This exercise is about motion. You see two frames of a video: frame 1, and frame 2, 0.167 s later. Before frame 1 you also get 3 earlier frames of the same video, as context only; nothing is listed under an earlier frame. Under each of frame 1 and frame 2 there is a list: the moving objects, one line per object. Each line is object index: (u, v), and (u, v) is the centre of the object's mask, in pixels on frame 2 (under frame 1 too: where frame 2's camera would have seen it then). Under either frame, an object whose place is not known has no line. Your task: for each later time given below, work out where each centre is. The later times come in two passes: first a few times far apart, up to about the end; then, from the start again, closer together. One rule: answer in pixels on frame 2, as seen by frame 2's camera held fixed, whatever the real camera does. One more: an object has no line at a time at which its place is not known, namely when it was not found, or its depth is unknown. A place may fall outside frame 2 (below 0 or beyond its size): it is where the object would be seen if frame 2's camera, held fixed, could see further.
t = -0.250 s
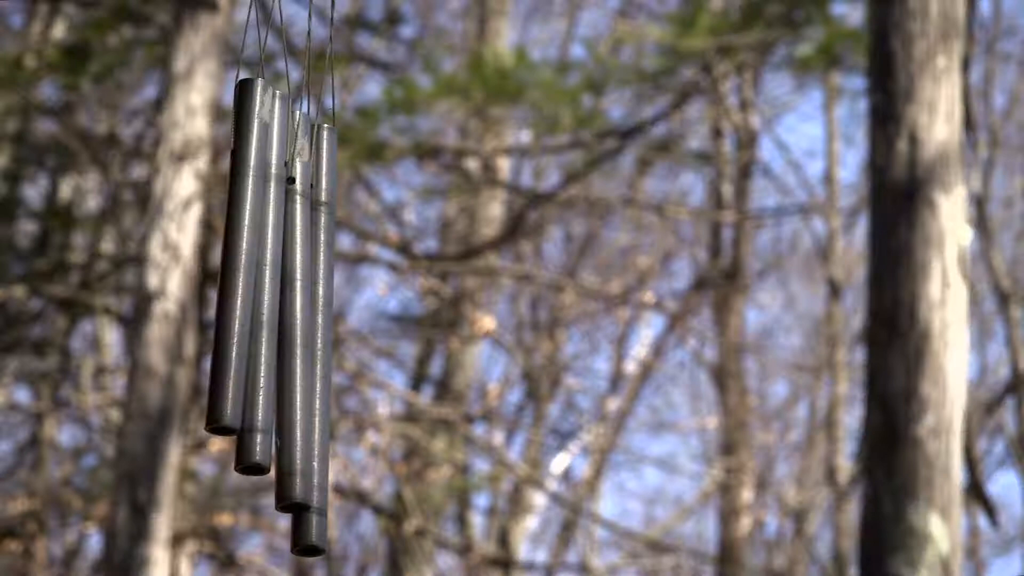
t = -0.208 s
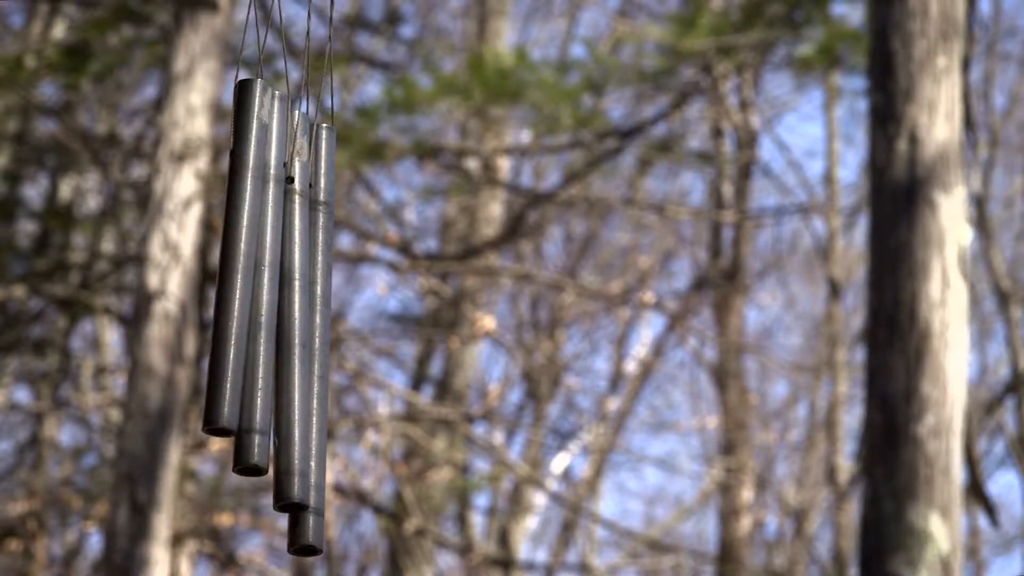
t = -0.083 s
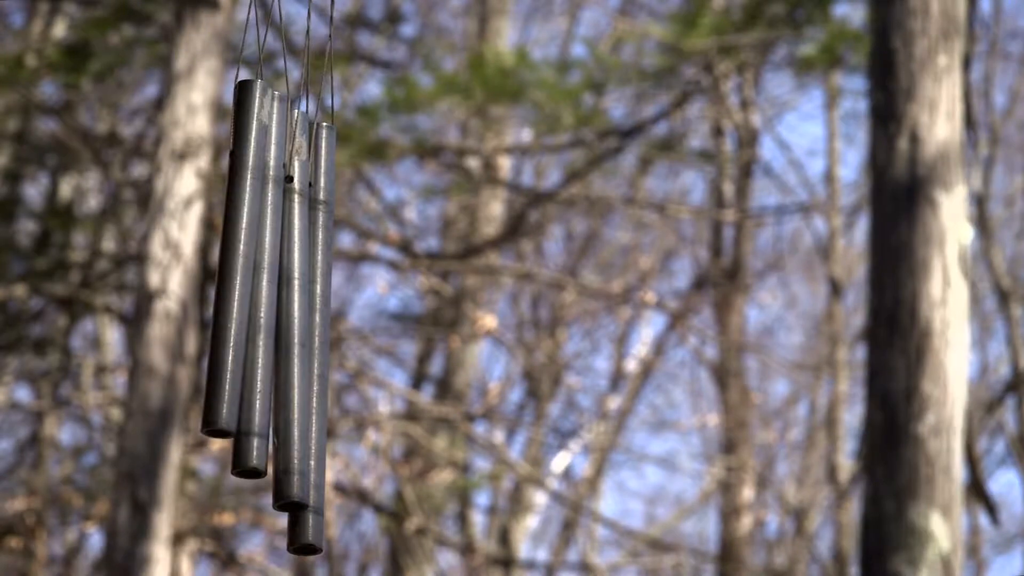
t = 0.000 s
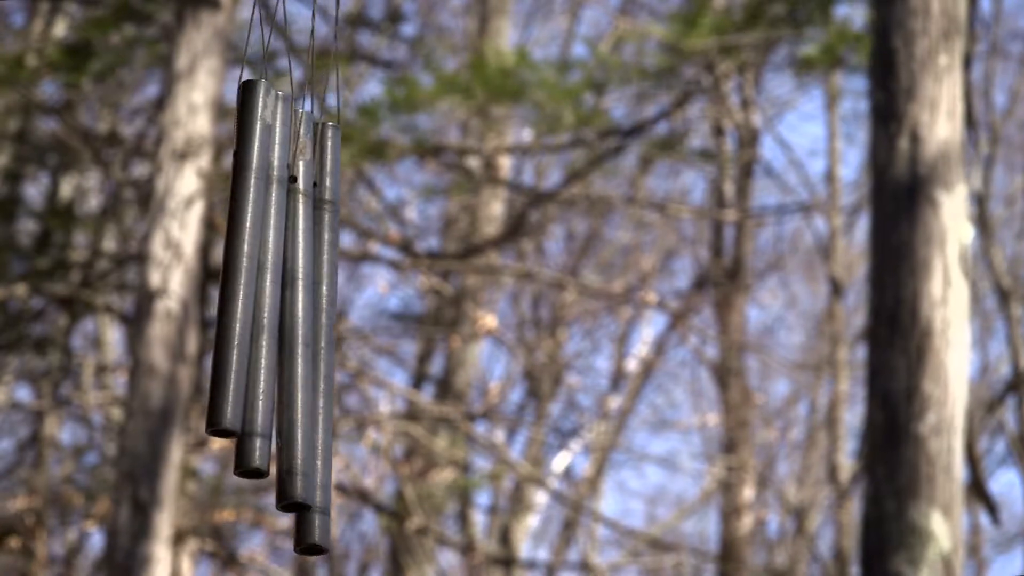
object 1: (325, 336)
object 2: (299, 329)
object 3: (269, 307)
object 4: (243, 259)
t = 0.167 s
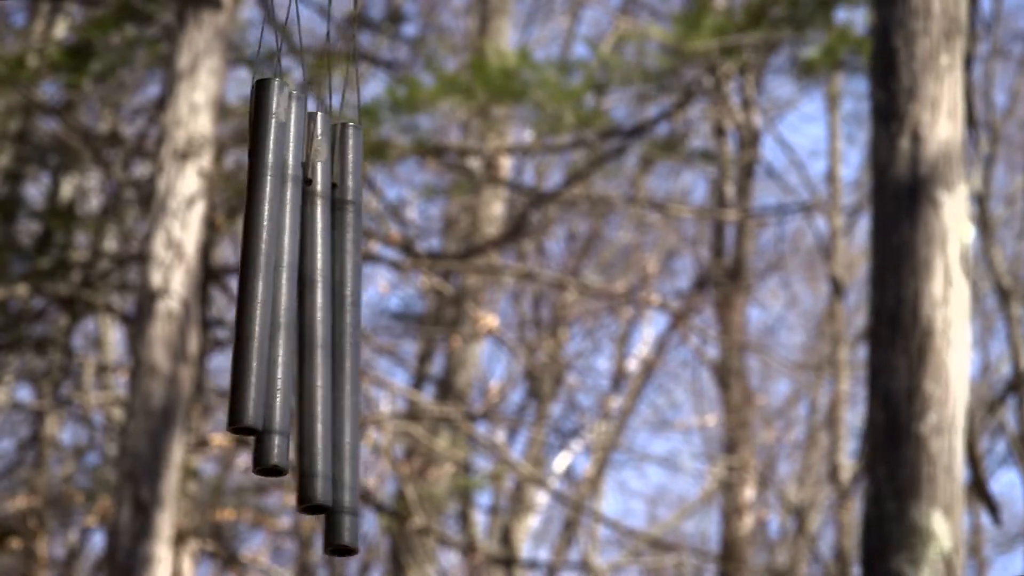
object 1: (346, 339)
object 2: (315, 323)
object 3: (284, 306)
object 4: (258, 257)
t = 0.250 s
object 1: (360, 340)
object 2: (328, 321)
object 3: (295, 302)
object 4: (267, 257)
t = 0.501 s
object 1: (391, 334)
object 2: (357, 313)
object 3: (317, 293)
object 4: (282, 271)
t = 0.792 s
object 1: (386, 325)
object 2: (353, 307)
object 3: (314, 290)
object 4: (281, 261)
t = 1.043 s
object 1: (365, 327)
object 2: (331, 307)
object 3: (291, 288)
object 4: (258, 257)
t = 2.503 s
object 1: (349, 329)
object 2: (318, 322)
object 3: (289, 295)
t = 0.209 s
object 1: (352, 339)
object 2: (321, 323)
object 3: (289, 302)
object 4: (262, 259)
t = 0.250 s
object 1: (360, 340)
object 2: (328, 321)
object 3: (295, 302)
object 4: (267, 257)
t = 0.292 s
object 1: (366, 336)
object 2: (334, 319)
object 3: (300, 301)
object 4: (271, 258)
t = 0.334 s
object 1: (374, 336)
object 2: (340, 317)
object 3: (305, 298)
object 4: (275, 256)
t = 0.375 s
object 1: (379, 335)
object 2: (346, 318)
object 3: (309, 297)
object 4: (278, 258)
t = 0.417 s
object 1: (385, 336)
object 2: (351, 315)
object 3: (313, 295)
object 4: (281, 258)
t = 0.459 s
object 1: (388, 334)
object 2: (354, 315)
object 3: (315, 293)
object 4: (282, 260)
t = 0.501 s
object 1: (391, 334)
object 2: (357, 313)
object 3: (317, 293)
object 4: (282, 271)
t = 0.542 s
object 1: (393, 330)
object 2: (359, 310)
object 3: (318, 293)
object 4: (283, 268)
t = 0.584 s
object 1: (393, 329)
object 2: (359, 308)
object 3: (318, 292)
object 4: (284, 267)
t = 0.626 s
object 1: (393, 327)
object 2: (359, 307)
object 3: (318, 292)
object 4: (284, 262)
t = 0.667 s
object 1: (392, 325)
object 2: (359, 307)
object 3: (318, 292)
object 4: (284, 262)
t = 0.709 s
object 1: (390, 324)
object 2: (357, 307)
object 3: (317, 292)
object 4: (283, 262)
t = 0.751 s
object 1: (388, 325)
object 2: (355, 307)
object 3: (316, 292)
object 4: (282, 262)
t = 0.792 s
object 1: (386, 325)
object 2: (353, 307)
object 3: (314, 290)
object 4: (281, 261)
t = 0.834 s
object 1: (383, 324)
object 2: (350, 307)
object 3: (311, 290)
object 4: (278, 260)
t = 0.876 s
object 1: (380, 324)
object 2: (347, 306)
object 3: (309, 290)
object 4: (276, 259)
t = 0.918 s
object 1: (377, 325)
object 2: (344, 307)
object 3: (306, 289)
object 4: (273, 259)
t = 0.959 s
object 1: (373, 326)
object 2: (340, 308)
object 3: (301, 288)
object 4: (268, 258)
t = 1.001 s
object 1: (369, 325)
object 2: (336, 306)
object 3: (296, 288)
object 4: (263, 257)
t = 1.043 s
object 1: (365, 327)
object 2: (331, 307)
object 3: (291, 288)
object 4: (258, 257)
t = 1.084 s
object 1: (361, 327)
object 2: (327, 308)
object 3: (285, 287)
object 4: (252, 257)
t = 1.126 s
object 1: (357, 327)
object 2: (321, 309)
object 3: (278, 289)
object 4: (245, 258)
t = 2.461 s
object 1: (354, 330)
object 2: (324, 321)
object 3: (294, 295)
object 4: (263, 257)
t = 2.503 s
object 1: (349, 329)
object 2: (318, 322)
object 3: (289, 295)
